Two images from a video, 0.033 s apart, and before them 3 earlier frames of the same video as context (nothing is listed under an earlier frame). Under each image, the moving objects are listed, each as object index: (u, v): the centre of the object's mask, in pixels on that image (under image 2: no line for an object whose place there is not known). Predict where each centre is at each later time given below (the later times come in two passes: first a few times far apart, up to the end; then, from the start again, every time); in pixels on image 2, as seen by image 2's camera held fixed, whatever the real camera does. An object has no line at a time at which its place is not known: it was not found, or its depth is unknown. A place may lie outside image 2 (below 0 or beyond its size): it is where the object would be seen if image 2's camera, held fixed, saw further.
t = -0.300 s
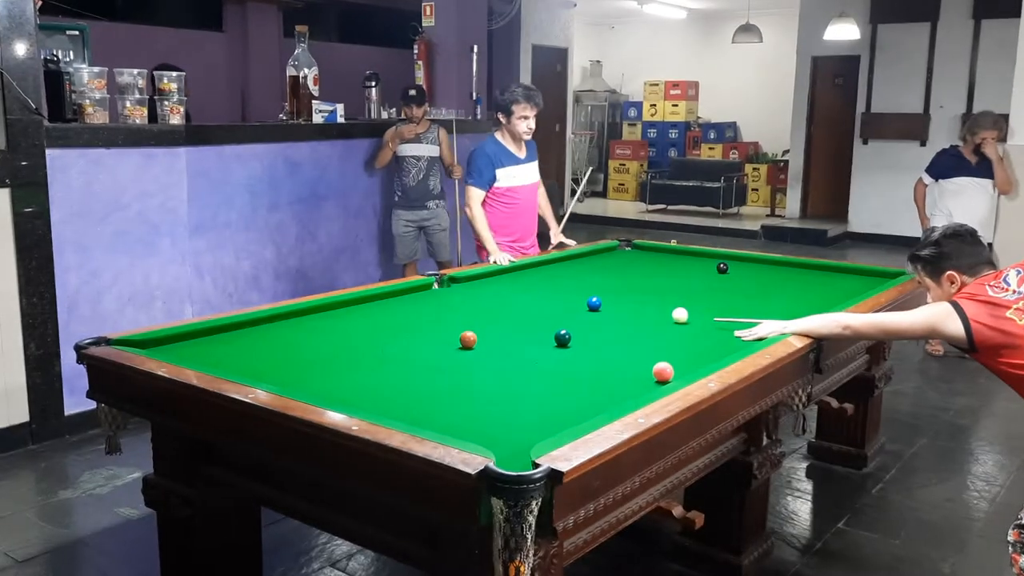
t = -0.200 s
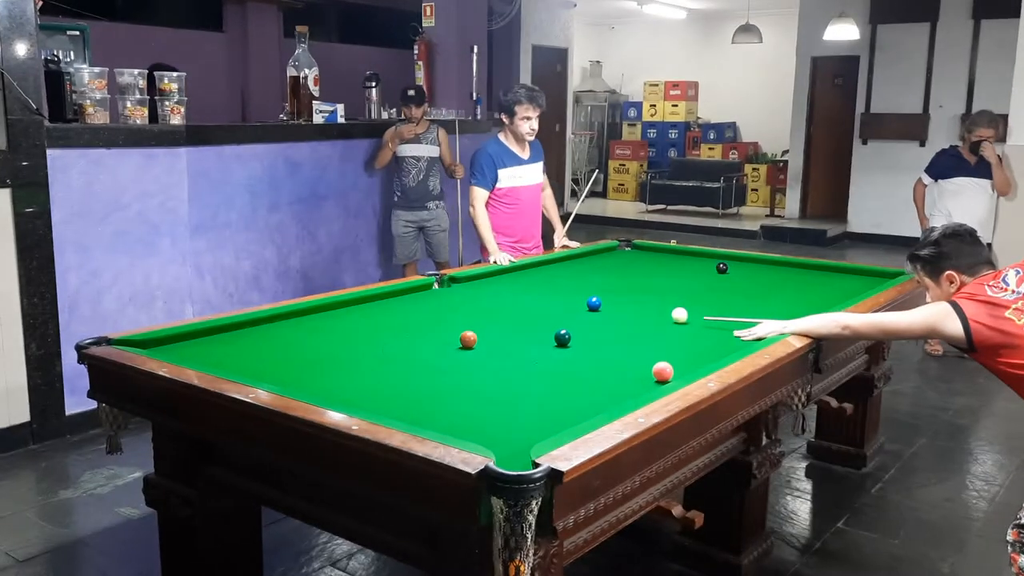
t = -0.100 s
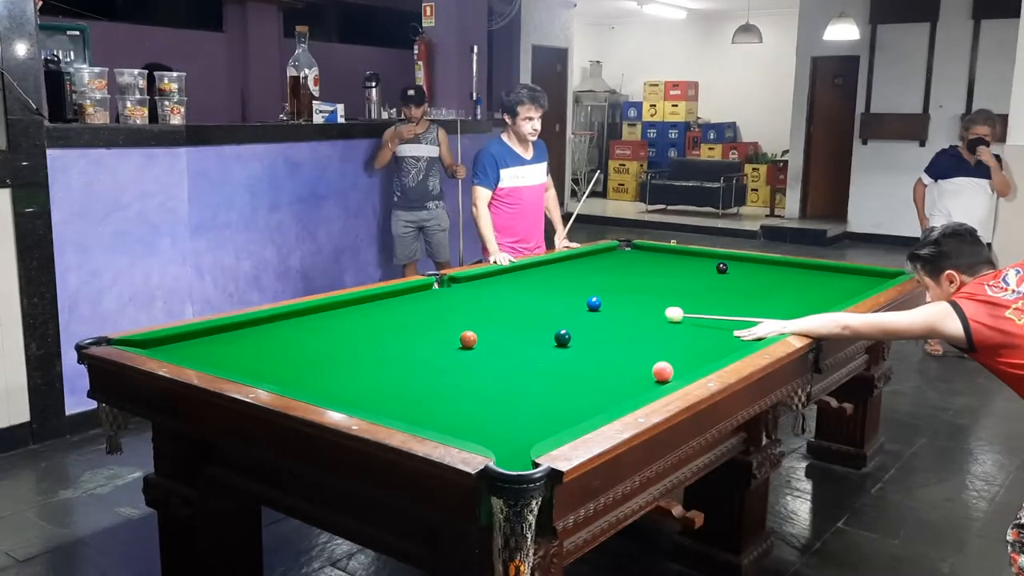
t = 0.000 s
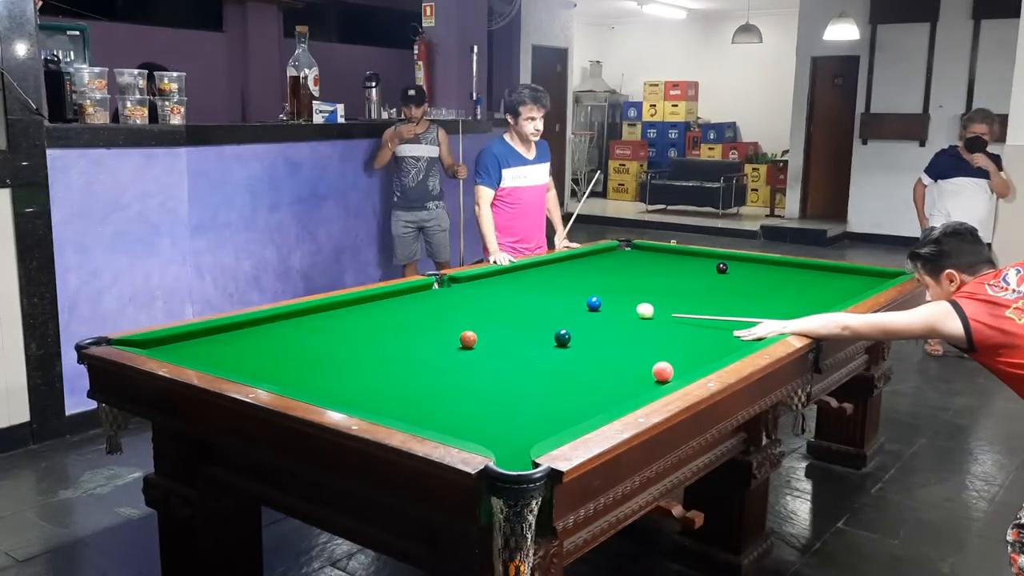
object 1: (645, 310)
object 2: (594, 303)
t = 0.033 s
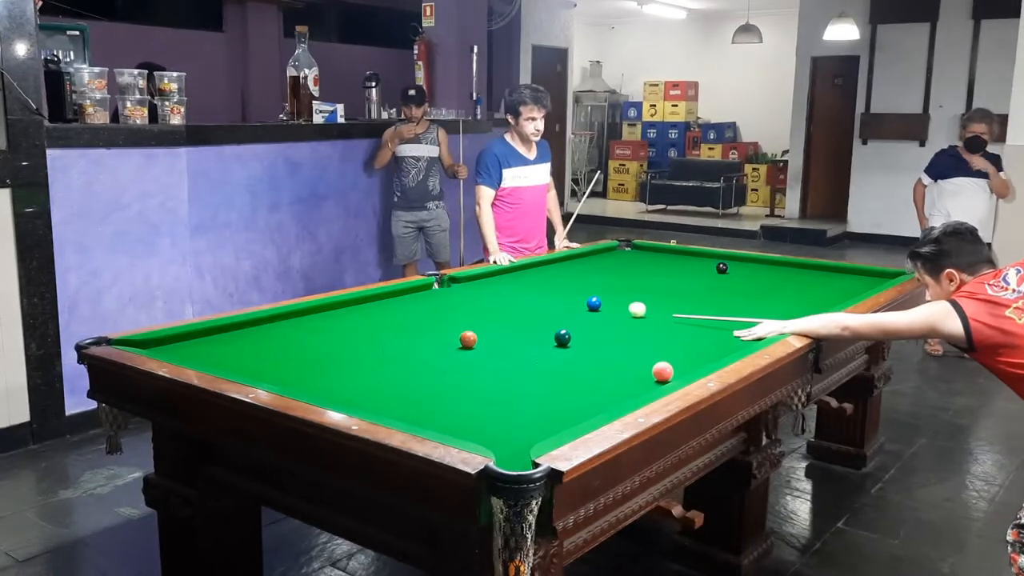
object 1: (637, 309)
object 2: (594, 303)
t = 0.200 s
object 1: (606, 305)
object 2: (589, 302)
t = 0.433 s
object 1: (593, 305)
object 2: (560, 298)
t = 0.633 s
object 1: (584, 304)
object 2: (538, 295)
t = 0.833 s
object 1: (575, 304)
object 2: (517, 291)
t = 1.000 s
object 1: (570, 304)
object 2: (501, 289)
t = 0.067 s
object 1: (630, 308)
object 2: (594, 303)
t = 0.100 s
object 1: (622, 307)
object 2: (594, 303)
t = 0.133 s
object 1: (615, 306)
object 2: (594, 303)
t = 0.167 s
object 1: (608, 306)
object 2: (593, 303)
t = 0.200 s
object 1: (606, 305)
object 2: (589, 302)
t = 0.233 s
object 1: (604, 305)
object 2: (584, 302)
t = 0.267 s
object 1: (603, 305)
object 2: (579, 301)
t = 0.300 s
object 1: (600, 305)
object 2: (575, 300)
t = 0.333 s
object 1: (599, 305)
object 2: (572, 300)
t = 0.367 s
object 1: (597, 305)
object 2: (568, 299)
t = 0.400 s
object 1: (595, 305)
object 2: (564, 299)
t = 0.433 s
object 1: (593, 305)
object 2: (560, 298)
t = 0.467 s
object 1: (592, 304)
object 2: (556, 297)
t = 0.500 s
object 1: (590, 304)
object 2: (552, 297)
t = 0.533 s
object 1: (588, 304)
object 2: (549, 296)
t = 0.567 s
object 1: (587, 304)
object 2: (545, 296)
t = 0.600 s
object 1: (585, 304)
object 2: (541, 295)
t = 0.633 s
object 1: (584, 304)
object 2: (538, 295)
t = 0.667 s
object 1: (582, 304)
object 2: (534, 294)
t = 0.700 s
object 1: (580, 304)
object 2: (531, 294)
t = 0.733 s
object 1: (579, 304)
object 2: (527, 293)
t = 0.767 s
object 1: (578, 304)
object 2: (524, 292)
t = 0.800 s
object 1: (576, 304)
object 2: (521, 292)
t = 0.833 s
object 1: (575, 304)
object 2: (517, 291)
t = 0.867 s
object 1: (574, 304)
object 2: (514, 291)
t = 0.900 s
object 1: (573, 304)
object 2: (511, 291)
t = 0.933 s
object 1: (572, 304)
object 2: (508, 290)
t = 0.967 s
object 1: (571, 304)
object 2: (505, 290)
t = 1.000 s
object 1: (570, 304)
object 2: (501, 289)
